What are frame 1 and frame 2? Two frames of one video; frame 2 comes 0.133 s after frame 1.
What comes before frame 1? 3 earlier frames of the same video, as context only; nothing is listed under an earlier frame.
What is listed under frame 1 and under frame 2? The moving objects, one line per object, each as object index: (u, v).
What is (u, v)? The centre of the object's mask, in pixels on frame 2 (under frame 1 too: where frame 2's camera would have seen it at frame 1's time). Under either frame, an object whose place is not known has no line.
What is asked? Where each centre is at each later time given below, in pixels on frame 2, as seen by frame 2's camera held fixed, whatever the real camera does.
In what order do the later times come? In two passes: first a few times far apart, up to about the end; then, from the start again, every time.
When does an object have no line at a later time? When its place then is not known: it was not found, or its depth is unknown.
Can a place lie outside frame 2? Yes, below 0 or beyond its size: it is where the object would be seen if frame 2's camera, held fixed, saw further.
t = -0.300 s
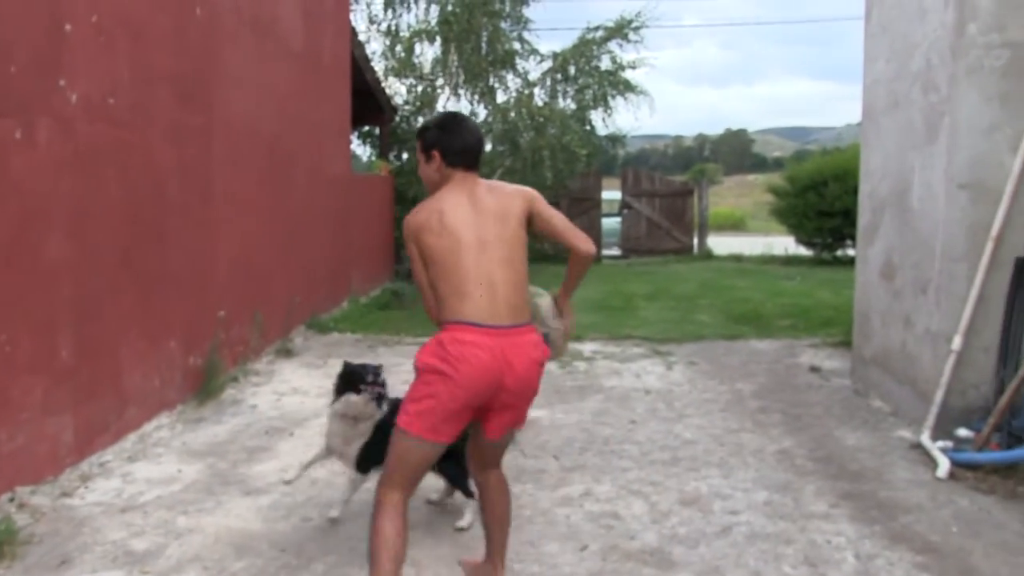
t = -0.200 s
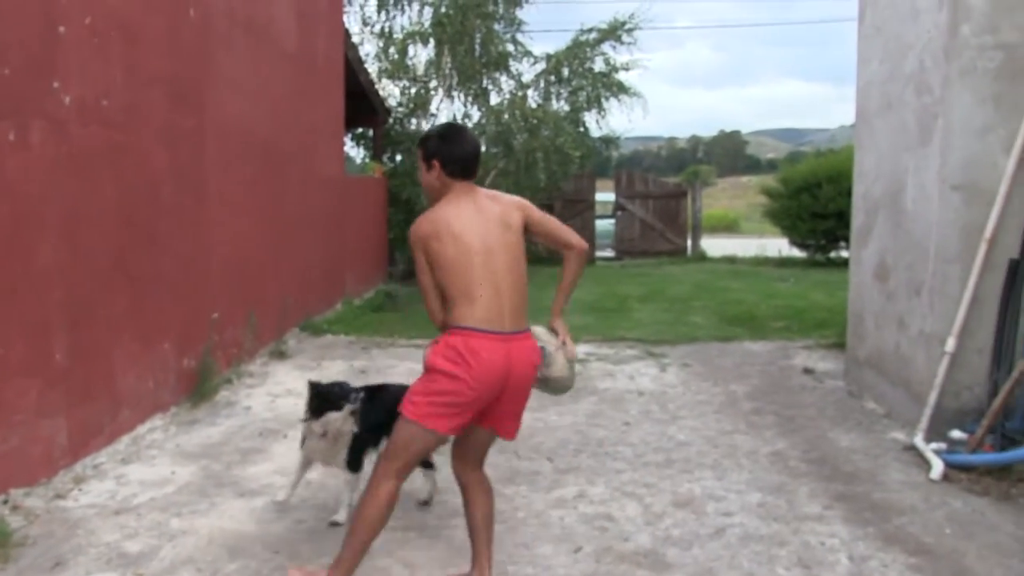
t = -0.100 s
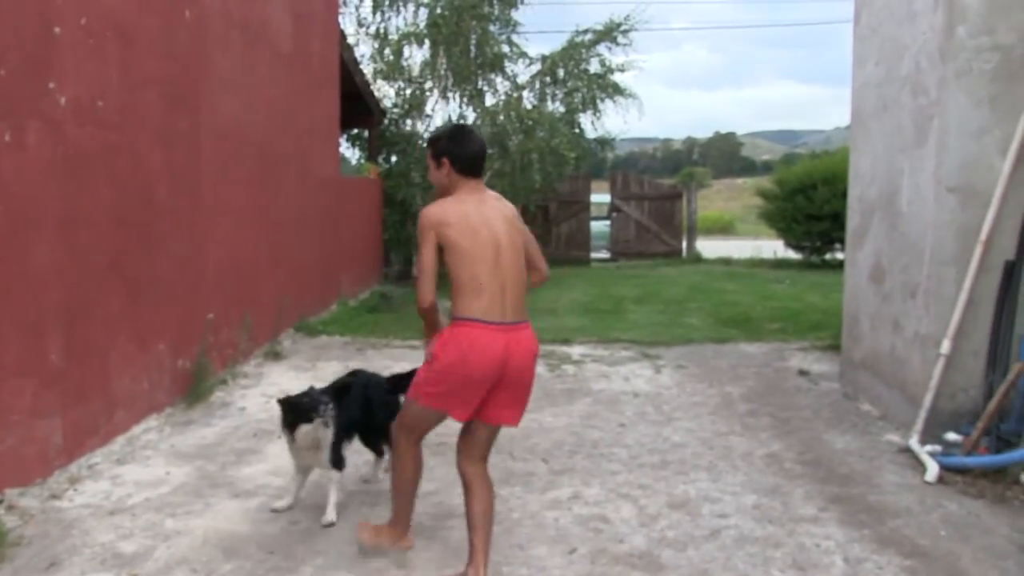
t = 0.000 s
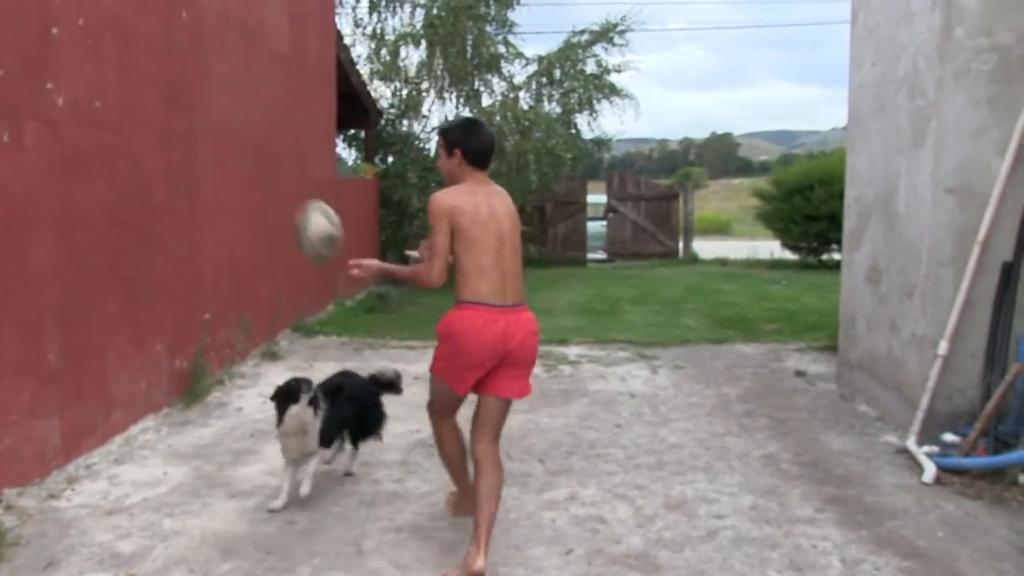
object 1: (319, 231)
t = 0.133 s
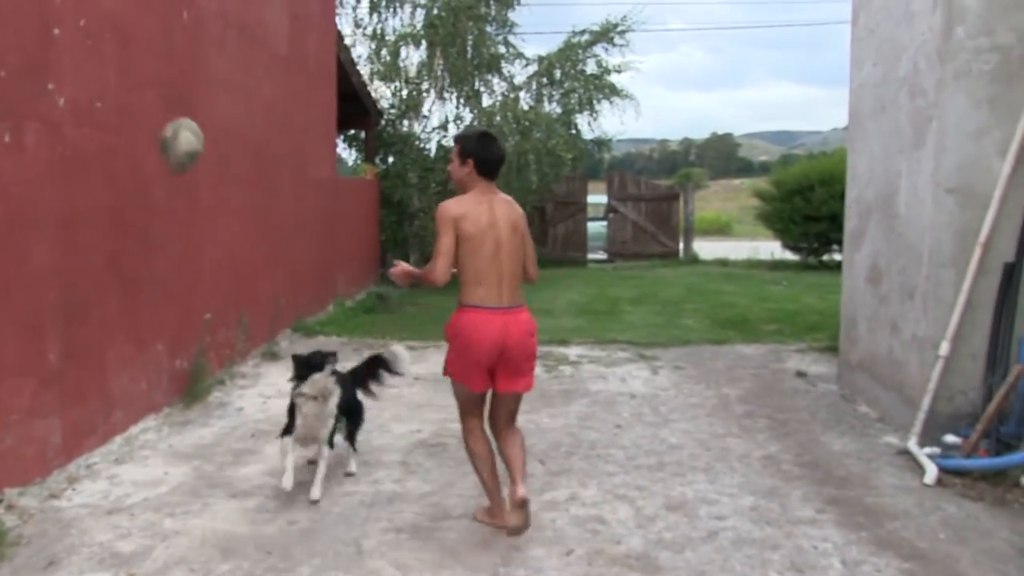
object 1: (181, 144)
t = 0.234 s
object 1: (99, 114)
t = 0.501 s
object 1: (283, 44)
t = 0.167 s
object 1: (153, 130)
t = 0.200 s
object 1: (126, 120)
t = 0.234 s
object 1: (99, 114)
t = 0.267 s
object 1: (121, 96)
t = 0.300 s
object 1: (144, 82)
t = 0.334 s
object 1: (166, 71)
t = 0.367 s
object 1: (190, 62)
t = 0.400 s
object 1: (213, 55)
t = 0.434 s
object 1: (237, 49)
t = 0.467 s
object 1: (260, 45)
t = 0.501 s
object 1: (283, 44)
